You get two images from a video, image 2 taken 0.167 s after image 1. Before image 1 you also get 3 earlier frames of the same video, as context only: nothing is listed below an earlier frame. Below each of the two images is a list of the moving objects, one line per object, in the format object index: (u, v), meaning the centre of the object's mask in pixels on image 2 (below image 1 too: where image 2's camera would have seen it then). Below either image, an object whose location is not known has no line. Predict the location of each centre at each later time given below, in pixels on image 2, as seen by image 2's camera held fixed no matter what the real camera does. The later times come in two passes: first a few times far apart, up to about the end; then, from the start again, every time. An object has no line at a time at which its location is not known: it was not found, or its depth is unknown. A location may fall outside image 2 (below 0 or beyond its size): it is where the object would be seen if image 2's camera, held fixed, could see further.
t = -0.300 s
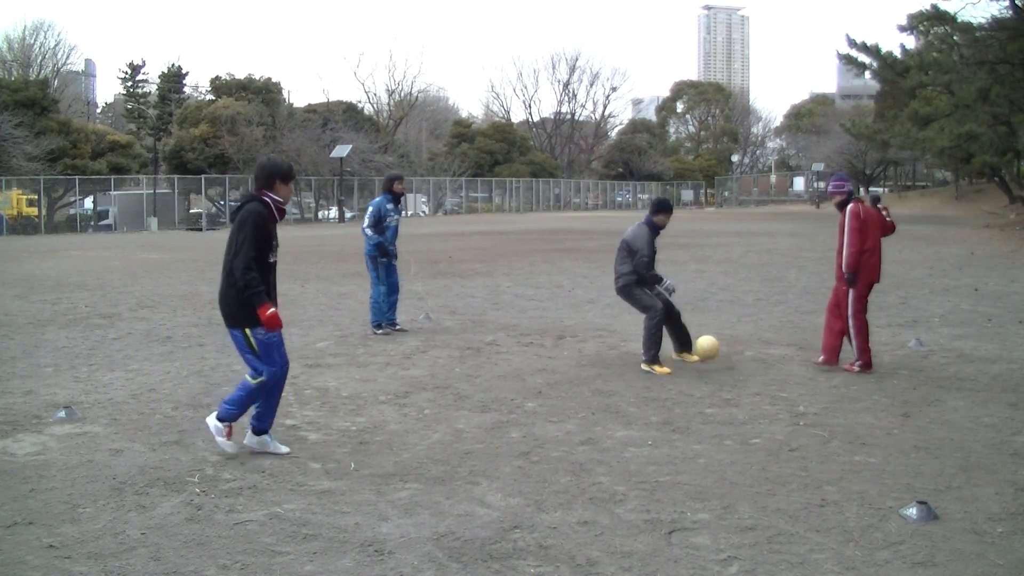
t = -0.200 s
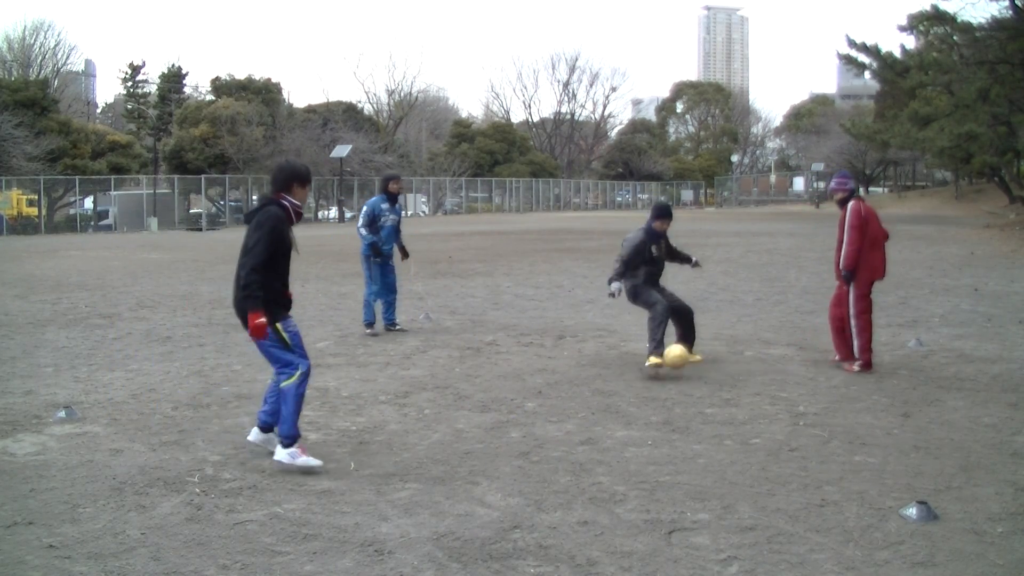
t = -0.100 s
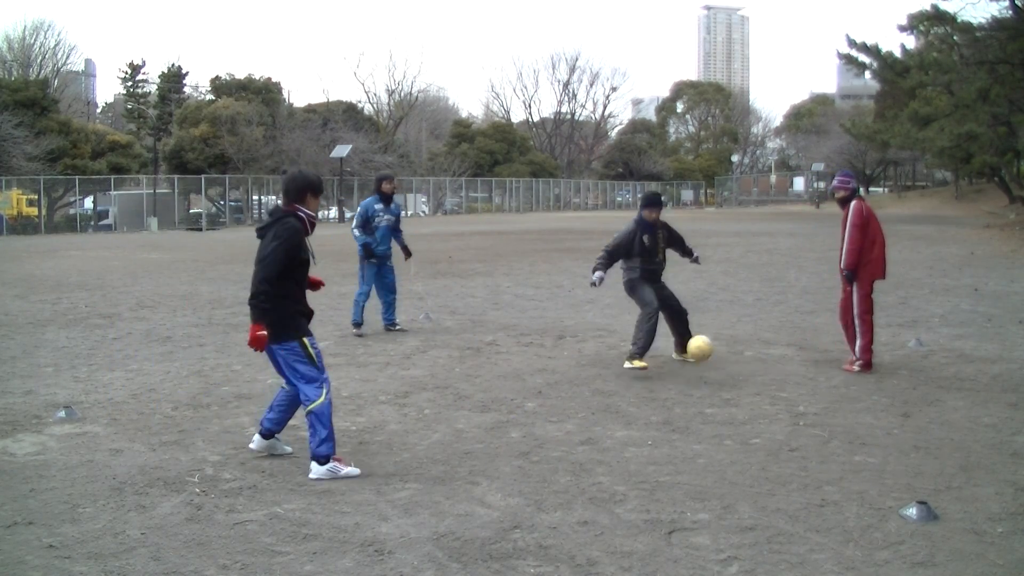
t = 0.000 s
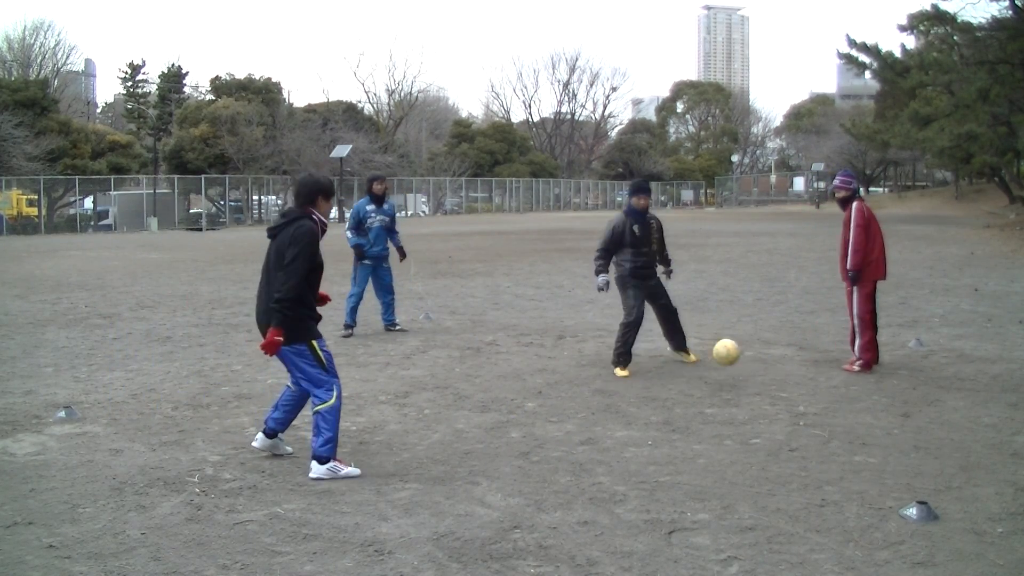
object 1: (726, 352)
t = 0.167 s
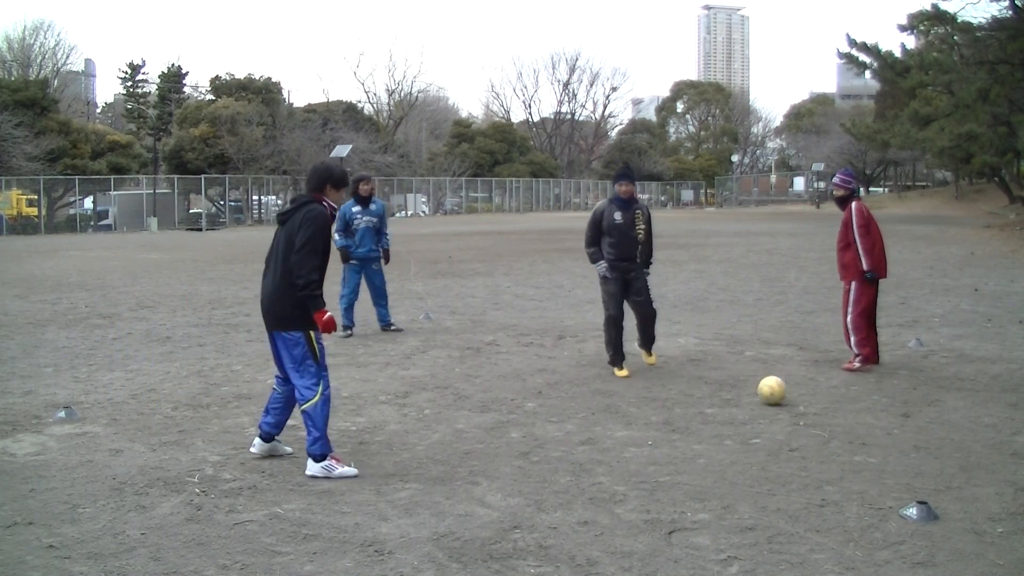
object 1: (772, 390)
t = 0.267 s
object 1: (787, 389)
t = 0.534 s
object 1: (830, 413)
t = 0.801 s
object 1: (875, 432)
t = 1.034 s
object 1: (919, 449)
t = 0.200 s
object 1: (777, 390)
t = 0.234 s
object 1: (782, 388)
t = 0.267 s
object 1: (787, 389)
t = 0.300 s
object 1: (792, 391)
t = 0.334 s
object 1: (797, 394)
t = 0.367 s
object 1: (802, 400)
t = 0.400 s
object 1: (807, 404)
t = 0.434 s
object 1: (813, 405)
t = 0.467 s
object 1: (819, 407)
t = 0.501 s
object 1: (824, 411)
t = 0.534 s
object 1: (830, 413)
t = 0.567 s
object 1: (835, 414)
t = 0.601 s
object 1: (840, 417)
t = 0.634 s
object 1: (846, 420)
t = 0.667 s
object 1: (852, 421)
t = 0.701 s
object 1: (857, 423)
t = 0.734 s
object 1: (862, 426)
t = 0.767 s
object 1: (869, 430)
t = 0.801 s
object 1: (875, 432)
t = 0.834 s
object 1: (881, 435)
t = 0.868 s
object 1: (887, 437)
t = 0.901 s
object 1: (894, 440)
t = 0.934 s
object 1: (900, 441)
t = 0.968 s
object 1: (906, 444)
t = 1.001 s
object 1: (912, 446)
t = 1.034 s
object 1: (919, 449)
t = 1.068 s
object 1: (926, 453)
